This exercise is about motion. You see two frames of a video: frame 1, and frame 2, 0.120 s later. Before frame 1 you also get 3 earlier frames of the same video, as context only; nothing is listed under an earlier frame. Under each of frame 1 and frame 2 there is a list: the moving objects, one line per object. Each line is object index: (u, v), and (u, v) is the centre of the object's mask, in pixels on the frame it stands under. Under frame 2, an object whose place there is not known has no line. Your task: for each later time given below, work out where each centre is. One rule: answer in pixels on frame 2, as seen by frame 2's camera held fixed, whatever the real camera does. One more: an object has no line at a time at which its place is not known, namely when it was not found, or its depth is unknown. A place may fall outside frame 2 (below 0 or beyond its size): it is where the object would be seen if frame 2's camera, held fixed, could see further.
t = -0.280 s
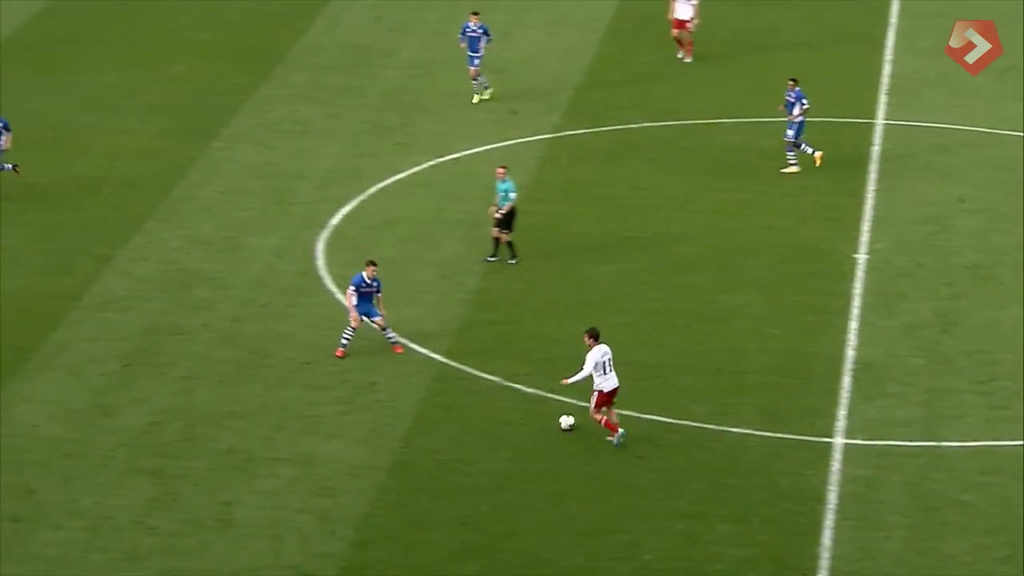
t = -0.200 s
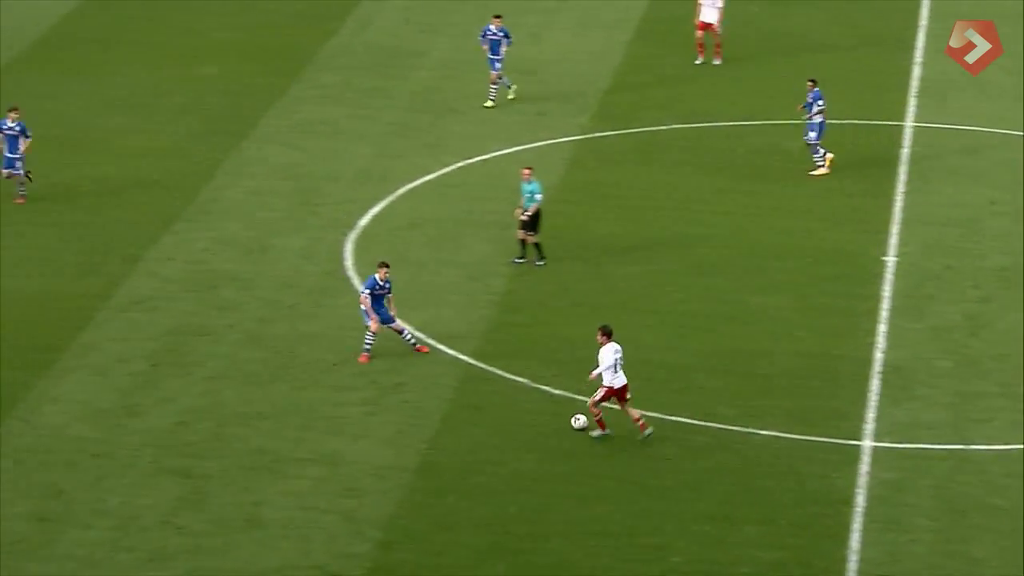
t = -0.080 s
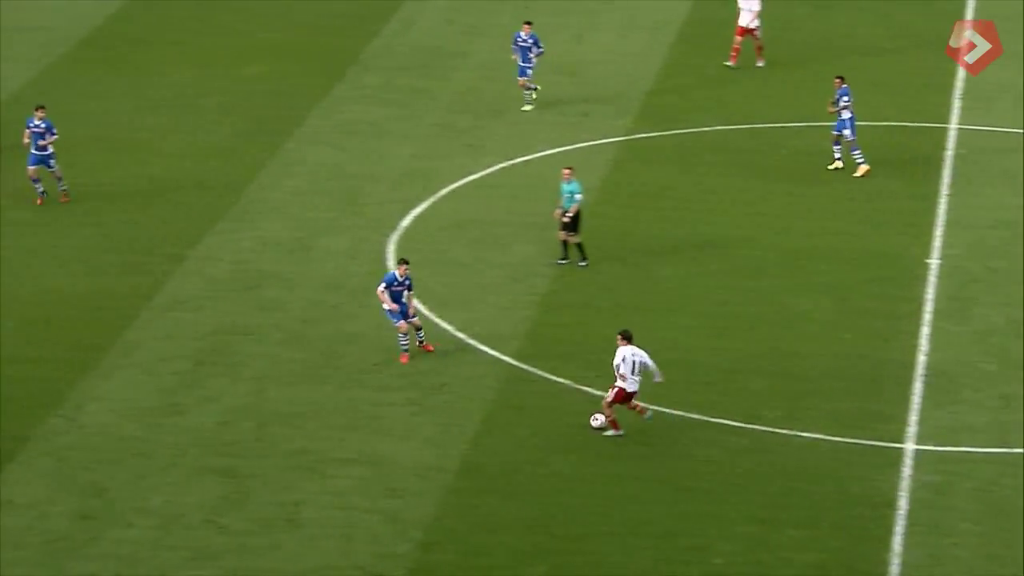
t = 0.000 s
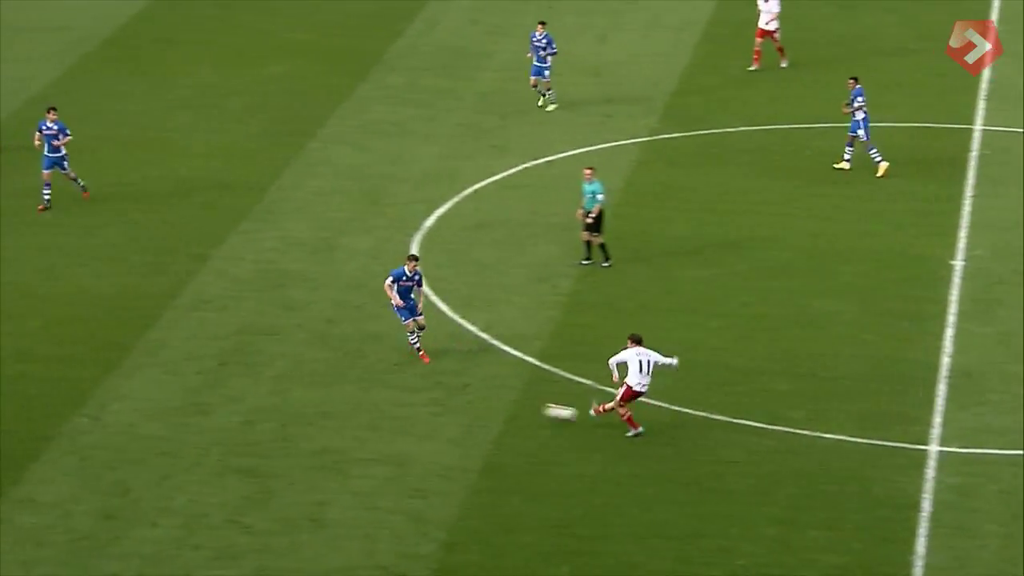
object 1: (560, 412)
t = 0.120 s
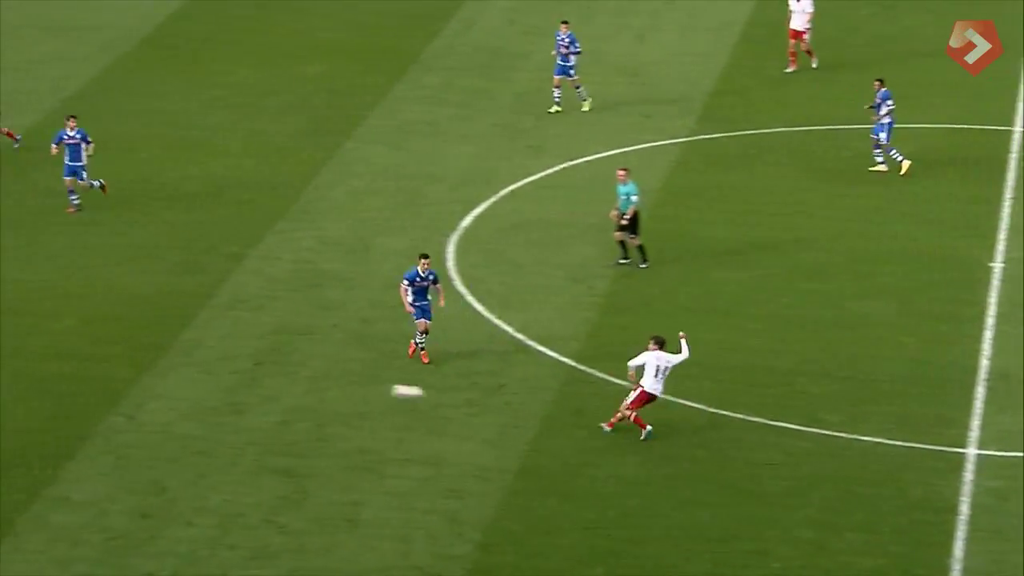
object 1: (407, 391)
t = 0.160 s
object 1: (346, 388)
